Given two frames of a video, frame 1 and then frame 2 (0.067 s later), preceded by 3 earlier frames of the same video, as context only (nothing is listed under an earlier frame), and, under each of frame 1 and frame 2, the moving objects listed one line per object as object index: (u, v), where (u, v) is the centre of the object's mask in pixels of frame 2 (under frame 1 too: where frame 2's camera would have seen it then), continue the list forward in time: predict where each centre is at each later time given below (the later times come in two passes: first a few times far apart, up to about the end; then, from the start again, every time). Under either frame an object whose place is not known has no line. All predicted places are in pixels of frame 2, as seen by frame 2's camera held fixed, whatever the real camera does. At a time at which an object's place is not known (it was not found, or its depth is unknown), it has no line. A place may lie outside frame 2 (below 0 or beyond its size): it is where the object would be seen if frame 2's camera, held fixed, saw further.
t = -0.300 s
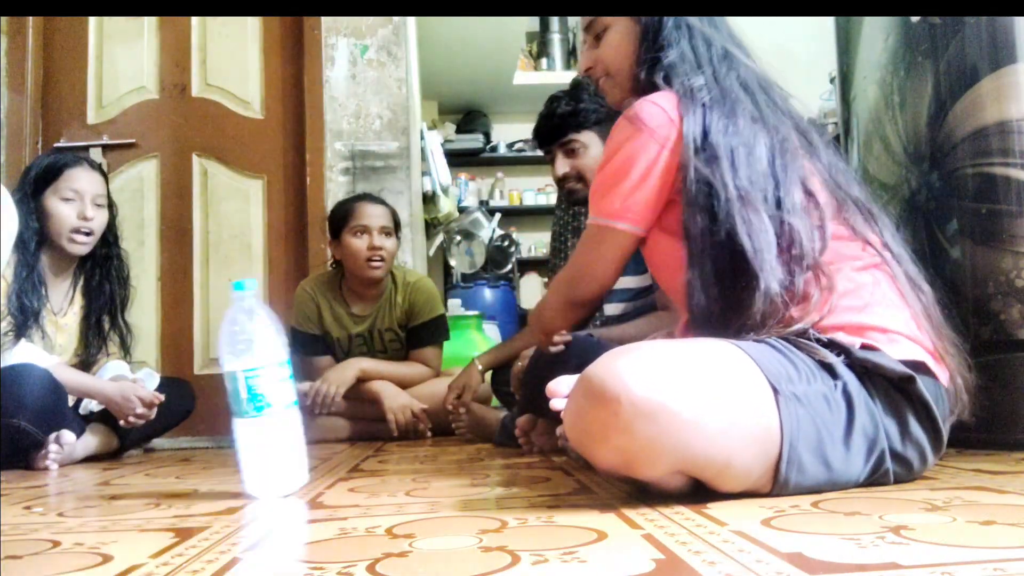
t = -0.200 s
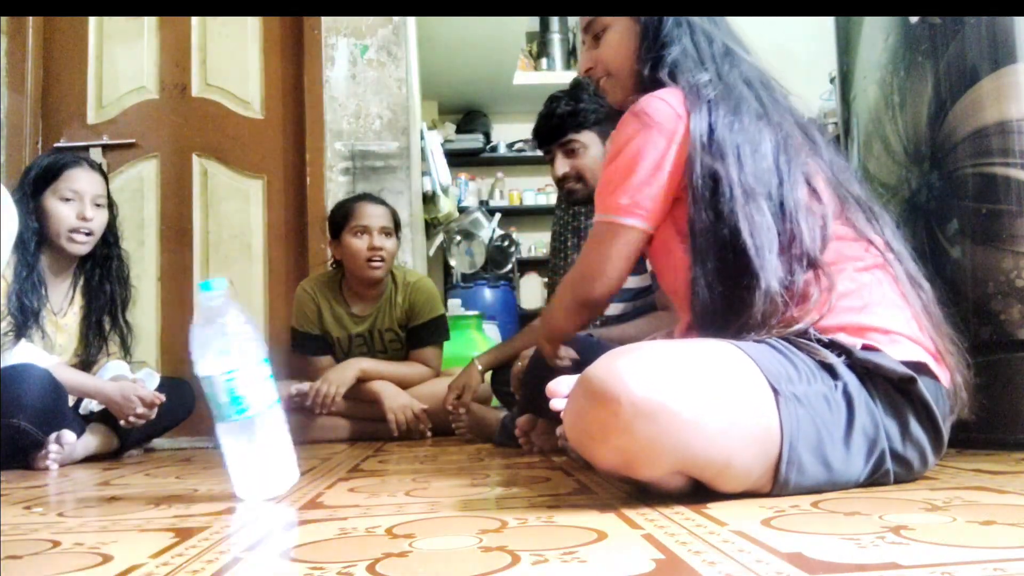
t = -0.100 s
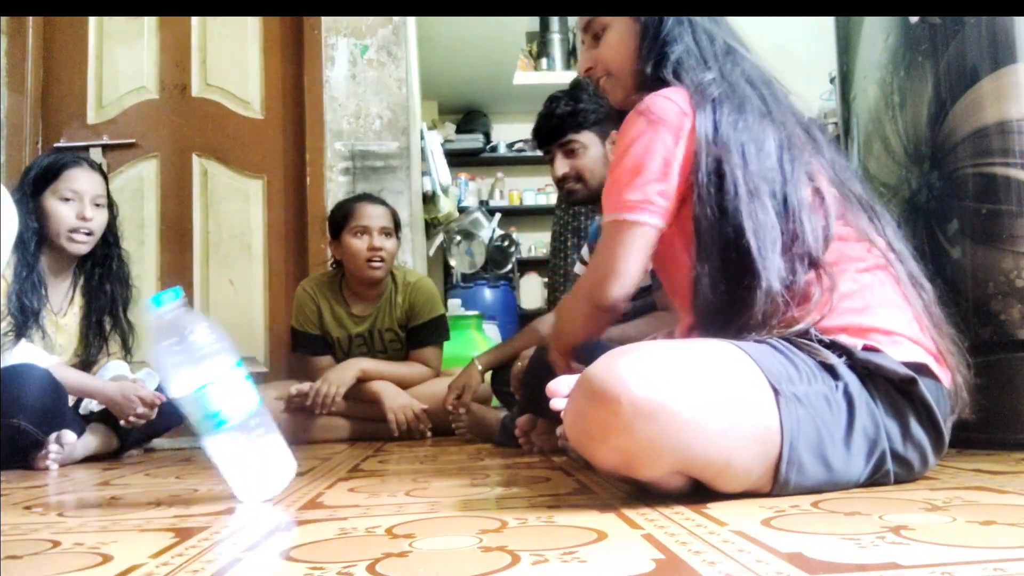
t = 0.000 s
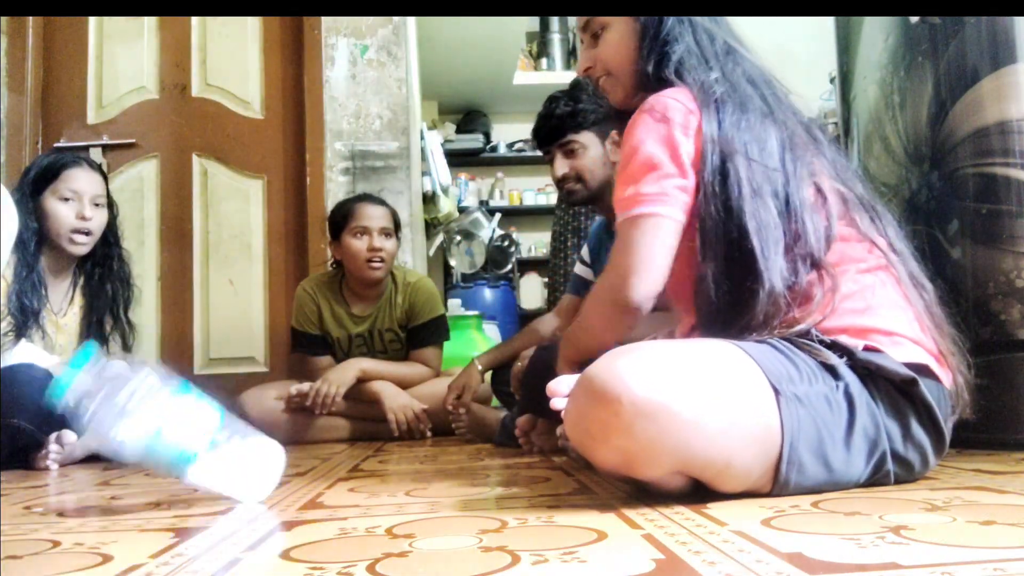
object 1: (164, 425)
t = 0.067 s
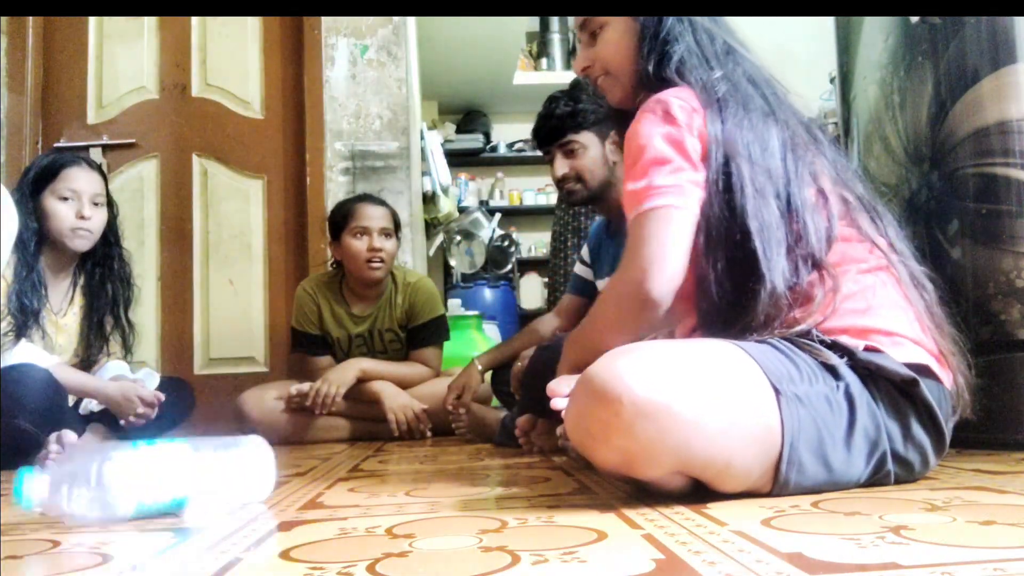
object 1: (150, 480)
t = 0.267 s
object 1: (161, 480)
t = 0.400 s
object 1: (157, 480)
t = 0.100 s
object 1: (156, 471)
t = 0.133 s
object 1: (156, 476)
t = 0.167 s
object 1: (165, 479)
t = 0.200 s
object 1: (164, 480)
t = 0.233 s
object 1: (162, 480)
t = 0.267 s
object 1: (161, 480)
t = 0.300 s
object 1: (160, 480)
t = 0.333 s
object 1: (159, 480)
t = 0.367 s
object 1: (157, 480)
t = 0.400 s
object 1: (157, 480)
